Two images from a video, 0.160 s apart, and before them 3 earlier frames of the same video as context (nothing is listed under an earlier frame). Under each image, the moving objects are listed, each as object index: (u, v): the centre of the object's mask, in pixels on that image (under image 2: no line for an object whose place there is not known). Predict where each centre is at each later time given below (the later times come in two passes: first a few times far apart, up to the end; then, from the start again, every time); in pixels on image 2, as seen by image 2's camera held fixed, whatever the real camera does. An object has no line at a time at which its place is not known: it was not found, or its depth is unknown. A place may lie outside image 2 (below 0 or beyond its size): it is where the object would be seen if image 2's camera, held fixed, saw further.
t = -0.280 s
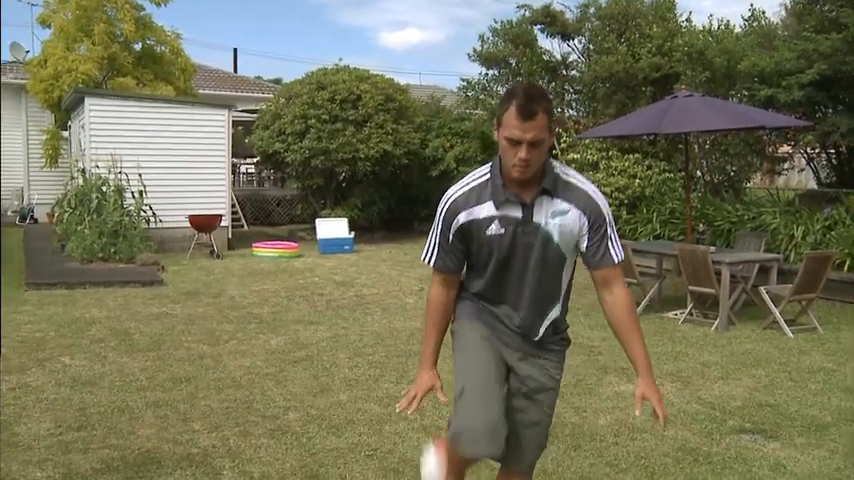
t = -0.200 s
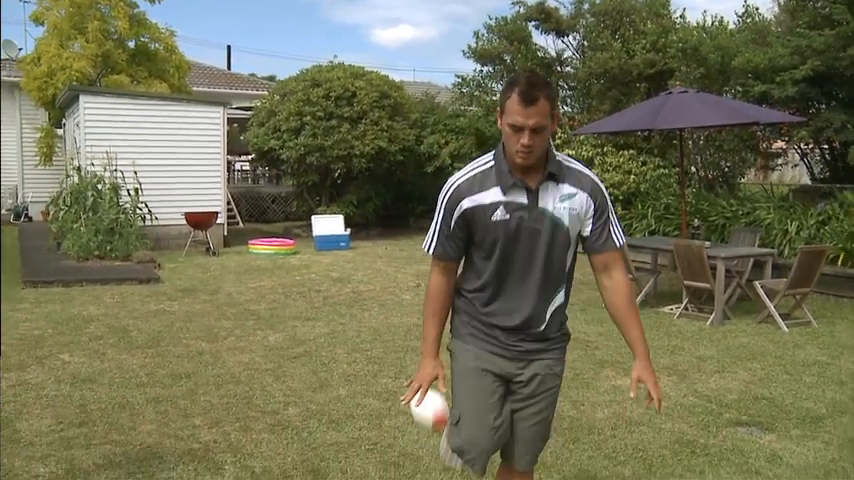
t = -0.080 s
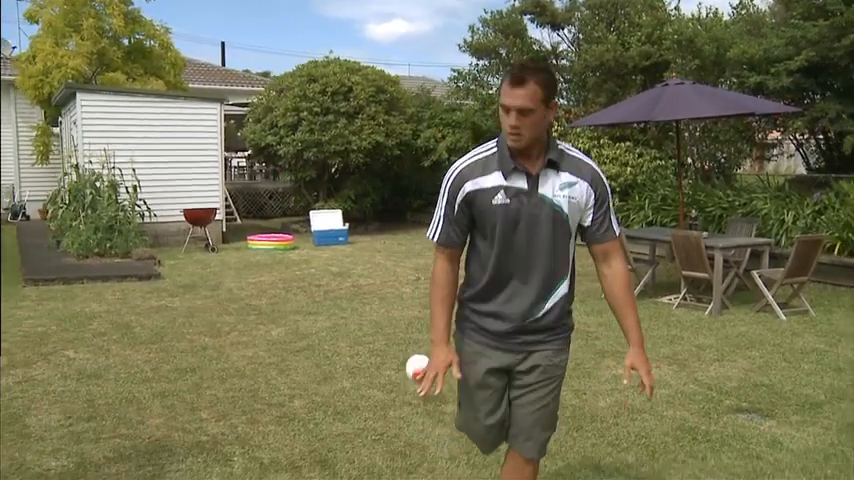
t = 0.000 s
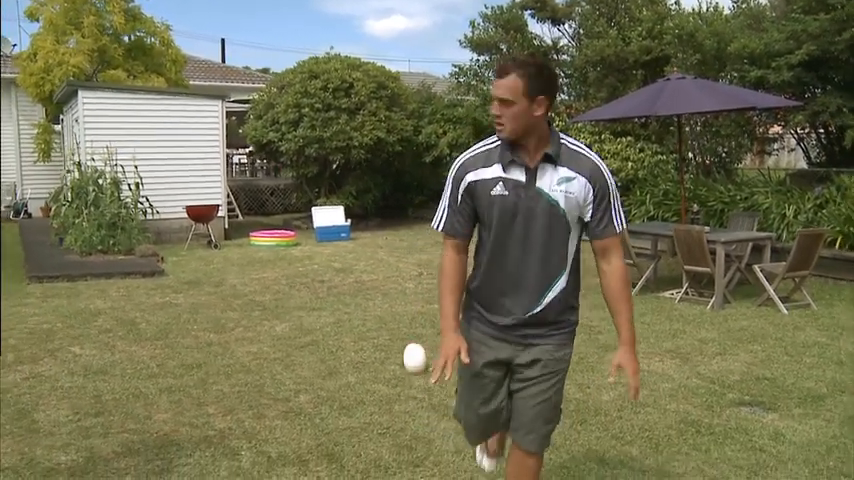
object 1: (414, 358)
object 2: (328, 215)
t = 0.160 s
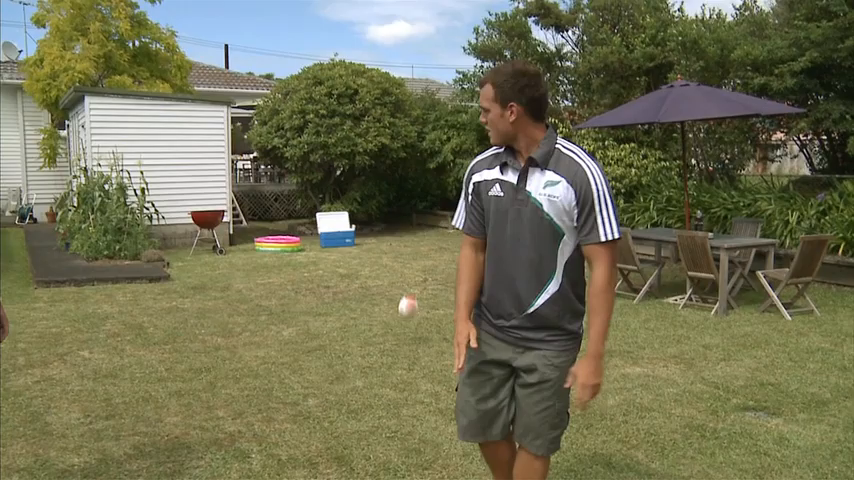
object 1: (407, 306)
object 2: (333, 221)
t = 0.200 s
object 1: (405, 296)
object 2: (333, 221)
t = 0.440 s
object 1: (394, 278)
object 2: (333, 222)
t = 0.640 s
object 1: (386, 241)
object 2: (334, 222)
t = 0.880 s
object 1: (375, 184)
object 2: (334, 221)
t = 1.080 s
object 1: (369, 175)
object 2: (334, 221)
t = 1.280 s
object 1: (364, 184)
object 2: (335, 221)
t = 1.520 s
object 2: (336, 221)
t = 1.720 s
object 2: (336, 221)
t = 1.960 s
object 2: (338, 219)
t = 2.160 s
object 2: (339, 219)
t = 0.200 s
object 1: (405, 296)
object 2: (333, 221)
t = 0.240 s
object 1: (403, 287)
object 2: (333, 221)
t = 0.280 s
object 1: (401, 283)
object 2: (333, 221)
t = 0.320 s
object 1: (399, 279)
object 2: (333, 221)
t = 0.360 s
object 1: (397, 275)
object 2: (333, 221)
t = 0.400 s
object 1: (396, 277)
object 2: (333, 221)
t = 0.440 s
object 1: (394, 278)
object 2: (333, 222)
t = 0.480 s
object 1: (393, 280)
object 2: (333, 221)
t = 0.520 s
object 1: (391, 285)
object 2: (333, 221)
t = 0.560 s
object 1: (390, 287)
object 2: (333, 222)
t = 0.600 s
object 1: (388, 259)
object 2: (334, 221)
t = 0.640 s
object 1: (386, 241)
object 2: (334, 222)
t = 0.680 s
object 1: (384, 226)
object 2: (334, 222)
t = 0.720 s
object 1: (382, 214)
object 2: (334, 221)
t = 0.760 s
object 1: (380, 204)
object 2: (334, 222)
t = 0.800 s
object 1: (378, 196)
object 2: (334, 221)
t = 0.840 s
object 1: (376, 189)
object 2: (334, 222)
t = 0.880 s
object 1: (375, 184)
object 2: (334, 221)
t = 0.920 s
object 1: (374, 180)
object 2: (334, 221)
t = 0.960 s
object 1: (373, 178)
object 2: (334, 221)
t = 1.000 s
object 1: (372, 177)
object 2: (334, 222)
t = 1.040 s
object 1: (370, 175)
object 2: (334, 222)
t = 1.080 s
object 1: (369, 175)
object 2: (334, 221)
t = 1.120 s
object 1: (368, 175)
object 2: (335, 222)
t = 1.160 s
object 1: (367, 176)
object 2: (335, 222)
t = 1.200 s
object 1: (366, 178)
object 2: (335, 222)
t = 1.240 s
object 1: (365, 180)
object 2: (335, 222)
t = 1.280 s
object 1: (364, 184)
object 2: (335, 221)
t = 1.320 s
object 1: (363, 189)
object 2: (335, 221)
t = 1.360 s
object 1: (361, 195)
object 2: (335, 221)
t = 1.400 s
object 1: (360, 203)
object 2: (335, 221)
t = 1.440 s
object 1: (359, 212)
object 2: (335, 221)
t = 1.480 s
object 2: (335, 221)
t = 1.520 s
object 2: (336, 221)
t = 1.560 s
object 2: (336, 221)
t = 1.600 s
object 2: (336, 221)
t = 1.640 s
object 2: (336, 221)
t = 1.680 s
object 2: (335, 221)
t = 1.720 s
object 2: (336, 221)
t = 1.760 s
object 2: (337, 220)
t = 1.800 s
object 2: (337, 220)
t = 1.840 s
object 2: (338, 220)
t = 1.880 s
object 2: (338, 219)
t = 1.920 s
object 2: (338, 220)
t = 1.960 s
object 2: (338, 219)
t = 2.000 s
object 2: (339, 219)
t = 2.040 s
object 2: (339, 219)
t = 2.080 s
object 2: (339, 219)
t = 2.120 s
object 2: (339, 219)
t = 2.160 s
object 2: (339, 219)
